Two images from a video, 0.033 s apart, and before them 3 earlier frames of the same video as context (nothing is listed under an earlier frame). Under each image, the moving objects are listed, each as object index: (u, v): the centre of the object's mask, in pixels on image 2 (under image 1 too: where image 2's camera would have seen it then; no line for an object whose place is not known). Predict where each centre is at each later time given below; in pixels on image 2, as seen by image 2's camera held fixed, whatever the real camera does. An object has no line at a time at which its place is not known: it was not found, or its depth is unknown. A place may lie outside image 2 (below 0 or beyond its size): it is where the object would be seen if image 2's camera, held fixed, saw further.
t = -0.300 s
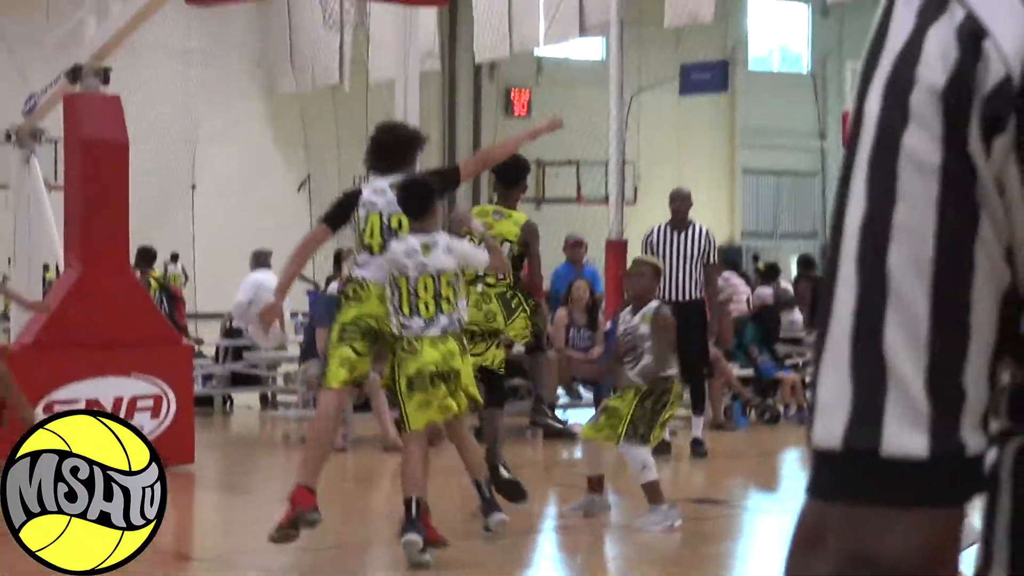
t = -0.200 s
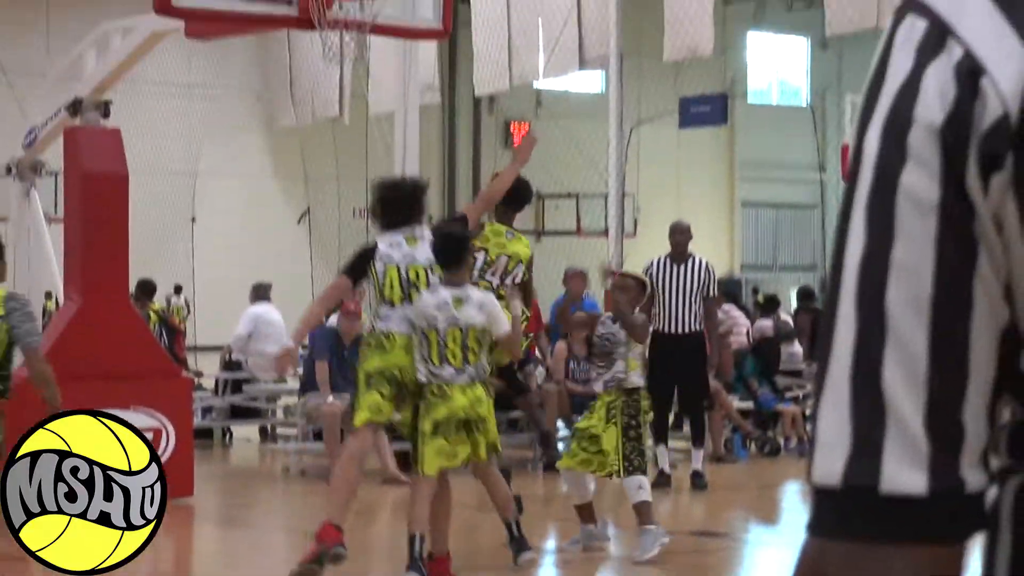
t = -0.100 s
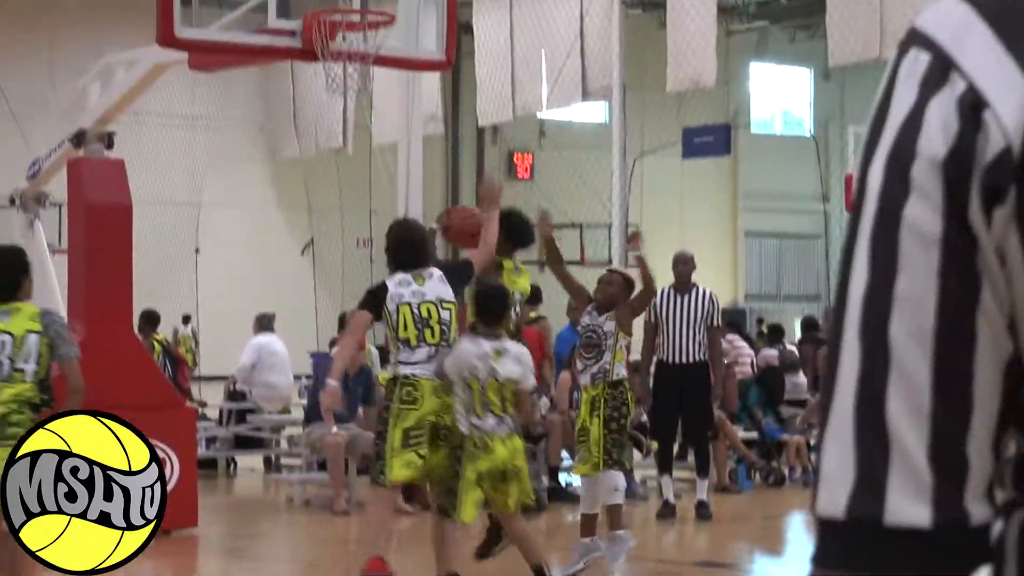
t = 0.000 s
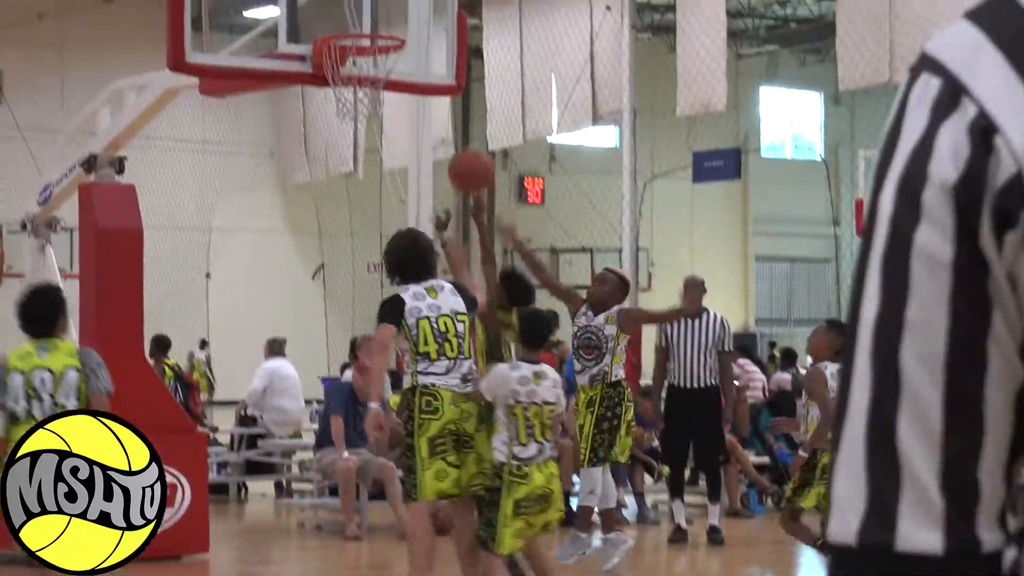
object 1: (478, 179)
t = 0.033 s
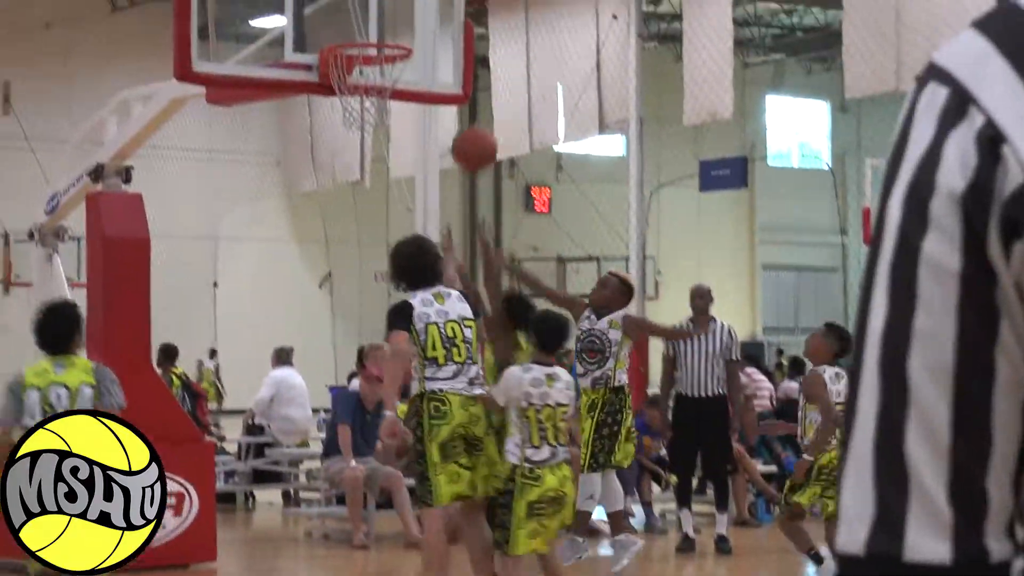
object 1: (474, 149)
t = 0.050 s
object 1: (472, 135)
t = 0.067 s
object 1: (471, 121)
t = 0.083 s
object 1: (469, 107)
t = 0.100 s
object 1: (468, 96)
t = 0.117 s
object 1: (466, 84)
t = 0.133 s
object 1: (464, 72)
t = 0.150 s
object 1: (463, 61)
